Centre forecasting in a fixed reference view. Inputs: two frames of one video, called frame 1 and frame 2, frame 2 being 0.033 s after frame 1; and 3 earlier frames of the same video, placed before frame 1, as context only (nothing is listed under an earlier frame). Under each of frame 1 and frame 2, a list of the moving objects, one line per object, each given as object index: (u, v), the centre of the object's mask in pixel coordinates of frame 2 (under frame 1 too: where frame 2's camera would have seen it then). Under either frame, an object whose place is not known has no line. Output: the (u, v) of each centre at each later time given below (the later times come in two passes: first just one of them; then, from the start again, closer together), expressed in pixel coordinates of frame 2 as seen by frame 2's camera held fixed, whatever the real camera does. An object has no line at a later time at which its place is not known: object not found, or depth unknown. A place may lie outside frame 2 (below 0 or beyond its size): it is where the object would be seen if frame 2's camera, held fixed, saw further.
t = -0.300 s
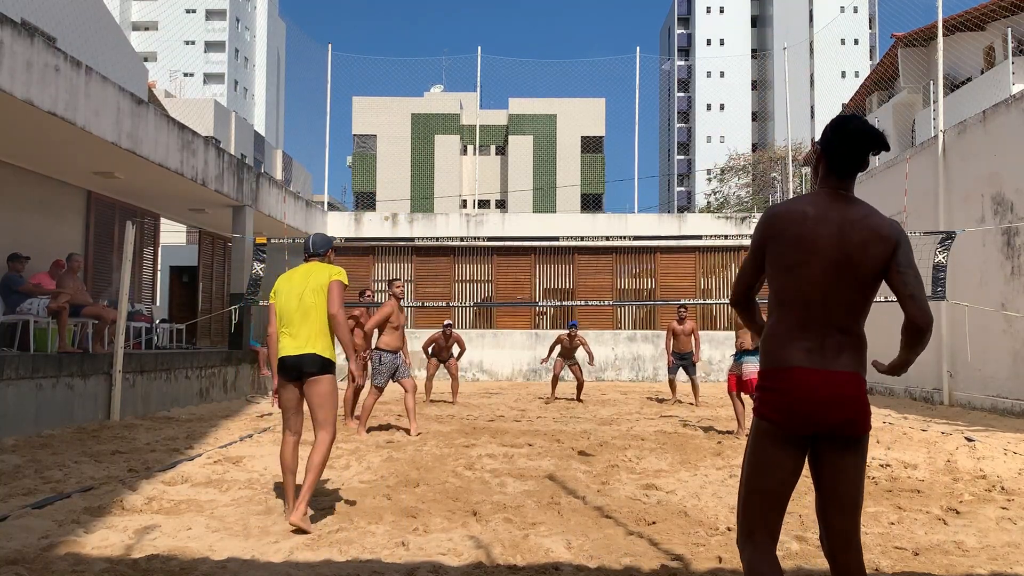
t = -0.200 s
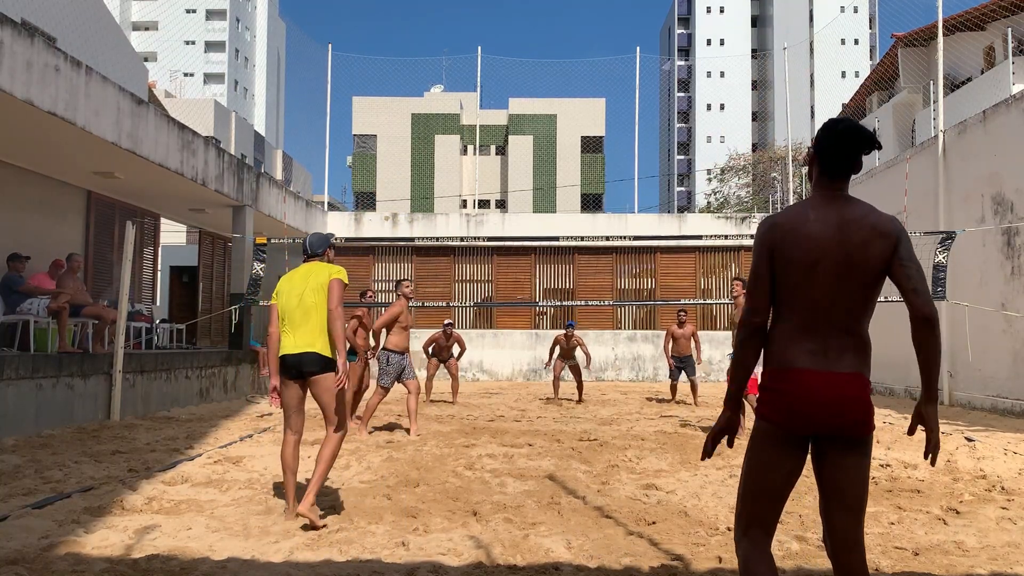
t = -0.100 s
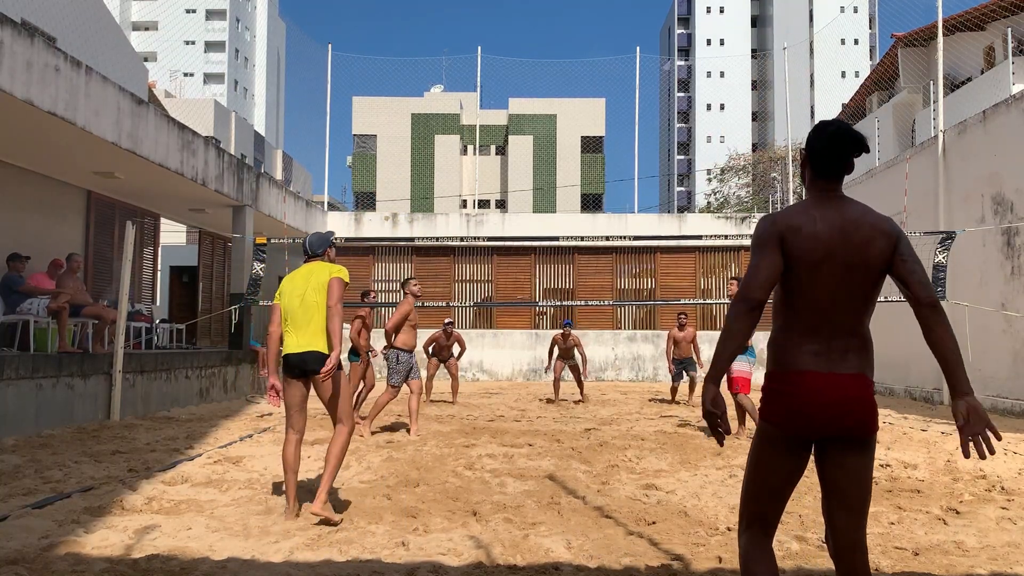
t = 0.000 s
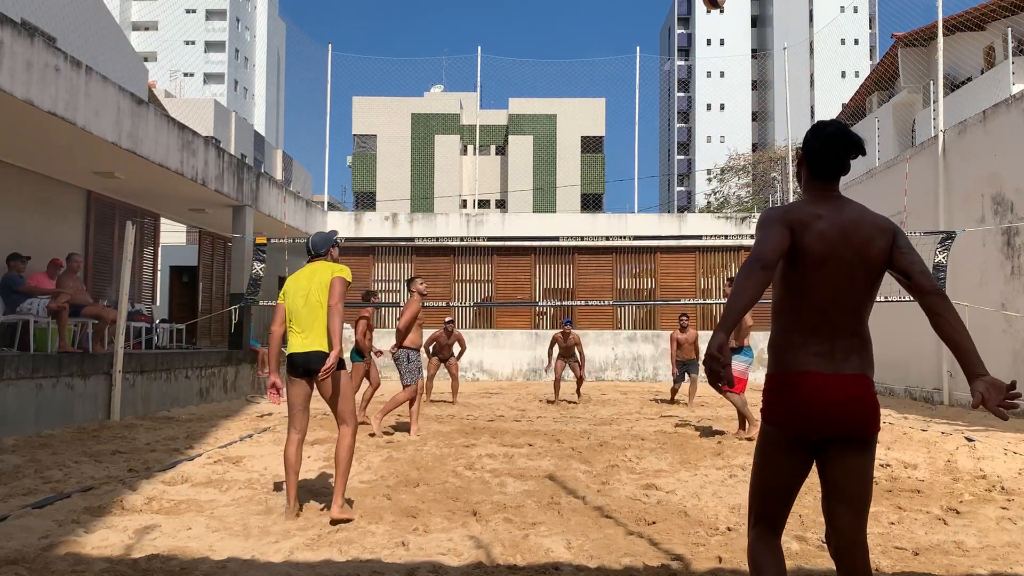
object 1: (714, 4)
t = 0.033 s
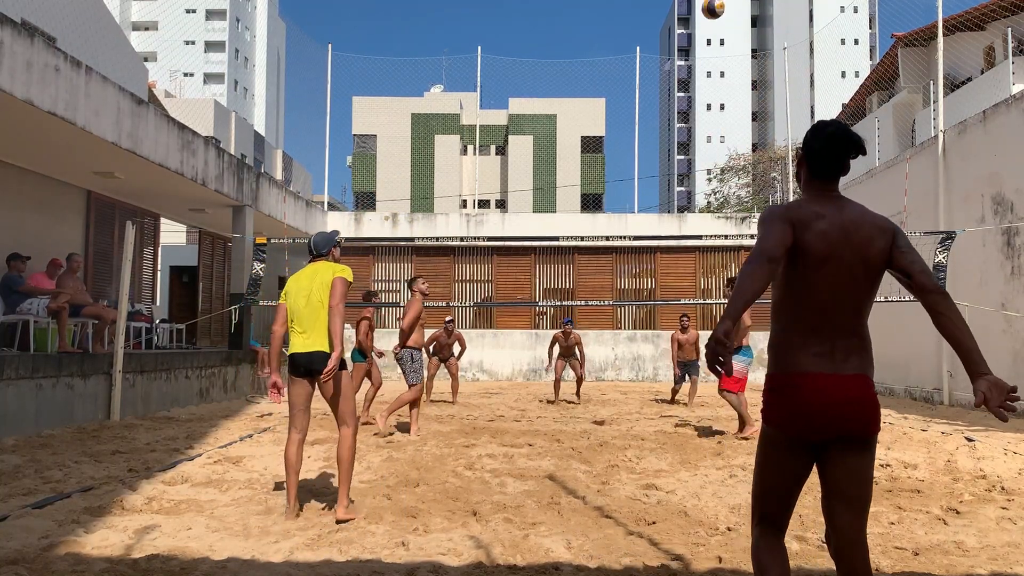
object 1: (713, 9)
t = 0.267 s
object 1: (706, 91)
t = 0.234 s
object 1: (706, 78)
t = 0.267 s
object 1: (706, 91)
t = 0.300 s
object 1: (705, 104)
